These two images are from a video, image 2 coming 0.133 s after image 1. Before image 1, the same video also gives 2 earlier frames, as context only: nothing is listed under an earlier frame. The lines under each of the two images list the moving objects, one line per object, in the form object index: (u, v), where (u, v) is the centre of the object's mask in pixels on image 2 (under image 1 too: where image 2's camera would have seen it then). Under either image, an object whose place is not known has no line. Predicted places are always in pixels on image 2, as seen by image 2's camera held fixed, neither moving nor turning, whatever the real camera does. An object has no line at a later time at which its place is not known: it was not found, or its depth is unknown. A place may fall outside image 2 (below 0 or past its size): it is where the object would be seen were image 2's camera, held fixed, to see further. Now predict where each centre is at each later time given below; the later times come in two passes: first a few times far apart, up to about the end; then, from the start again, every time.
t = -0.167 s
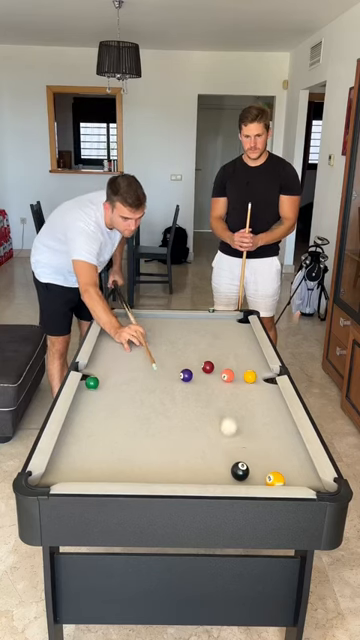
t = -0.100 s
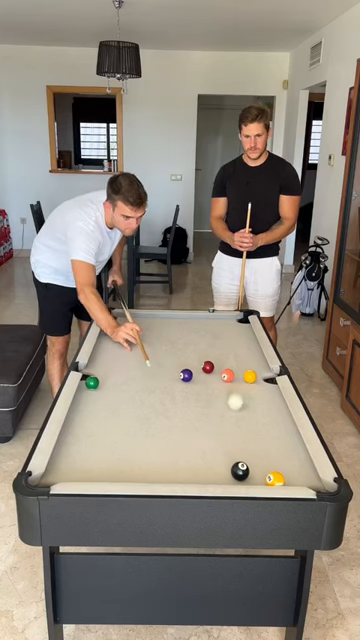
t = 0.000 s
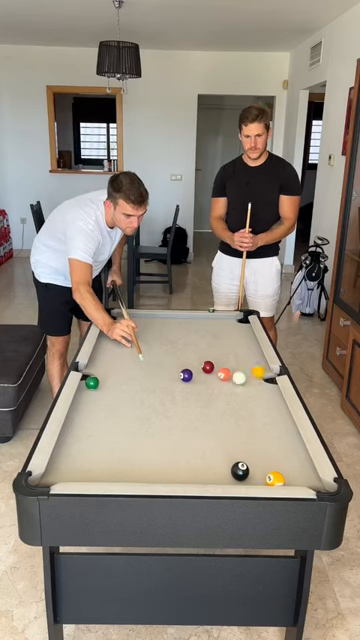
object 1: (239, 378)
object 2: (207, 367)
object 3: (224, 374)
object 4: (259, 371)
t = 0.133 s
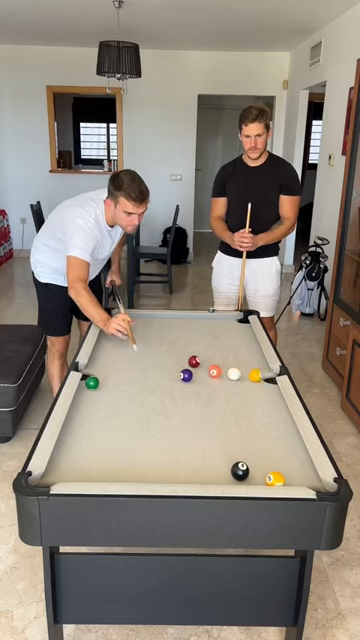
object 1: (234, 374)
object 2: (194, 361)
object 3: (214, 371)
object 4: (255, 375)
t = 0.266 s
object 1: (224, 368)
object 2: (180, 356)
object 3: (198, 368)
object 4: (261, 383)
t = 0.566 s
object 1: (218, 356)
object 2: (155, 345)
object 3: (162, 364)
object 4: (274, 400)
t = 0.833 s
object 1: (215, 348)
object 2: (137, 337)
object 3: (133, 360)
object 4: (284, 416)
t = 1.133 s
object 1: (213, 340)
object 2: (121, 328)
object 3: (107, 356)
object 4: (287, 431)
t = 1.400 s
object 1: (212, 334)
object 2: (111, 323)
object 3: (102, 354)
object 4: (289, 445)
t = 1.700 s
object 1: (210, 329)
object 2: (113, 318)
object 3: (113, 352)
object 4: (293, 460)
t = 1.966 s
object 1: (209, 325)
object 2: (119, 316)
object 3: (124, 350)
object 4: (295, 470)
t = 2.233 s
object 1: (209, 322)
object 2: (123, 315)
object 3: (133, 350)
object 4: (297, 478)
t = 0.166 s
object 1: (227, 372)
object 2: (190, 360)
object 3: (214, 371)
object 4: (257, 376)
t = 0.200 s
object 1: (225, 371)
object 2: (187, 358)
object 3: (208, 370)
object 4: (259, 378)
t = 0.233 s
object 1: (224, 370)
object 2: (183, 357)
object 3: (203, 370)
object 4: (260, 379)
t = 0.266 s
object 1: (224, 368)
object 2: (180, 356)
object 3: (198, 368)
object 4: (261, 383)
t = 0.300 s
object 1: (223, 367)
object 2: (177, 354)
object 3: (195, 368)
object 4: (263, 384)
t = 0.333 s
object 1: (222, 365)
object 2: (174, 353)
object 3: (190, 366)
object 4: (264, 386)
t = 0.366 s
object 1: (221, 364)
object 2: (171, 352)
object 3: (186, 366)
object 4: (266, 388)
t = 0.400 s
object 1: (221, 363)
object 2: (168, 350)
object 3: (180, 366)
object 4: (267, 390)
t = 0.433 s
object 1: (220, 361)
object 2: (165, 349)
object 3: (177, 366)
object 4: (268, 392)
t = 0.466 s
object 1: (220, 360)
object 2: (163, 348)
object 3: (174, 366)
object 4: (270, 394)
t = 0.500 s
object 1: (219, 359)
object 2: (160, 347)
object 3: (170, 365)
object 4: (271, 396)
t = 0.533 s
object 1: (219, 358)
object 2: (157, 346)
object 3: (166, 365)
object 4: (273, 398)
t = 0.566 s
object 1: (218, 356)
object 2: (155, 345)
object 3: (162, 364)
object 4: (274, 400)
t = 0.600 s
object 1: (218, 355)
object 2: (152, 344)
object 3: (157, 363)
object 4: (276, 402)
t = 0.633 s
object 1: (217, 354)
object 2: (150, 343)
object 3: (154, 363)
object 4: (277, 404)
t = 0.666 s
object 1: (217, 353)
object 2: (148, 342)
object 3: (150, 363)
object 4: (279, 406)
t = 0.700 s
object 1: (217, 352)
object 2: (145, 341)
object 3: (147, 363)
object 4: (280, 408)
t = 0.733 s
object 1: (216, 351)
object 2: (143, 340)
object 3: (143, 362)
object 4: (282, 410)
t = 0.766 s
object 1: (216, 350)
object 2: (141, 338)
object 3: (140, 361)
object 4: (282, 412)
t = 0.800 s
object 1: (216, 349)
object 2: (139, 338)
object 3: (137, 361)
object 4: (283, 414)
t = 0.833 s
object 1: (215, 348)
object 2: (137, 337)
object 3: (133, 360)
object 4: (284, 416)
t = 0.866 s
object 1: (215, 347)
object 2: (135, 336)
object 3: (130, 360)
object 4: (284, 417)
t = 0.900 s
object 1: (215, 346)
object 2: (133, 335)
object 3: (127, 359)
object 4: (284, 419)
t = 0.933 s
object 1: (215, 345)
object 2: (131, 334)
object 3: (124, 359)
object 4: (285, 420)
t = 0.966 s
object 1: (214, 344)
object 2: (129, 333)
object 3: (121, 358)
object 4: (285, 423)
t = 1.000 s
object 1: (214, 343)
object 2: (128, 332)
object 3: (118, 358)
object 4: (286, 424)
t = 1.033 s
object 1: (214, 342)
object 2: (126, 331)
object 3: (115, 358)
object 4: (286, 426)
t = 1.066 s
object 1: (214, 341)
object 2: (124, 330)
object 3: (113, 358)
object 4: (287, 428)
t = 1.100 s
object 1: (213, 341)
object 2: (122, 330)
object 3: (110, 357)
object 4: (287, 430)
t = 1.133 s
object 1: (213, 340)
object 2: (121, 328)
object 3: (107, 356)
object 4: (287, 431)
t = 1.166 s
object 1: (213, 339)
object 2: (120, 328)
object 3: (105, 356)
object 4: (288, 433)
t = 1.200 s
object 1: (213, 338)
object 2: (118, 327)
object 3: (103, 355)
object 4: (288, 435)
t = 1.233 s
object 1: (213, 337)
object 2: (117, 326)
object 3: (100, 355)
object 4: (288, 436)
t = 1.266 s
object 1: (213, 337)
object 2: (116, 326)
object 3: (98, 354)
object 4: (288, 438)
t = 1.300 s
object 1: (212, 336)
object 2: (114, 325)
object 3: (98, 354)
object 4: (288, 440)
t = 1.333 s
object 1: (212, 335)
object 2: (113, 324)
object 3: (99, 354)
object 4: (289, 442)
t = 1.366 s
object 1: (212, 335)
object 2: (112, 324)
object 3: (100, 354)
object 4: (289, 443)
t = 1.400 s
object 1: (212, 334)
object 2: (111, 323)
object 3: (102, 354)
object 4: (289, 445)
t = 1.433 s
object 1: (212, 333)
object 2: (110, 322)
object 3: (103, 354)
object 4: (290, 446)
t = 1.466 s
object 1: (211, 333)
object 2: (109, 321)
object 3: (105, 353)
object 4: (290, 448)
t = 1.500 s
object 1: (211, 332)
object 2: (109, 321)
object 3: (106, 353)
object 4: (290, 448)
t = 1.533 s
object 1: (211, 332)
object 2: (109, 320)
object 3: (107, 353)
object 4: (290, 451)
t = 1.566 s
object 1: (211, 331)
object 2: (110, 320)
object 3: (108, 352)
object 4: (291, 453)
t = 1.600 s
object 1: (211, 330)
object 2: (111, 320)
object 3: (110, 352)
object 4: (292, 455)
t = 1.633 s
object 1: (211, 330)
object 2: (112, 319)
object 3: (111, 352)
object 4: (292, 456)
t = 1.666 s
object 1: (211, 329)
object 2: (113, 319)
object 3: (113, 352)
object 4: (292, 458)
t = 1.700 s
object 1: (210, 329)
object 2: (113, 318)
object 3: (113, 352)
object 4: (293, 460)
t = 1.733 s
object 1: (210, 328)
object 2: (114, 318)
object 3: (115, 352)
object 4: (293, 461)
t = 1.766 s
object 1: (210, 328)
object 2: (115, 317)
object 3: (116, 352)
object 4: (293, 462)
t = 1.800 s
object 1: (210, 327)
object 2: (116, 317)
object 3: (118, 352)
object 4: (294, 463)
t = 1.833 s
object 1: (210, 327)
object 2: (117, 317)
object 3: (119, 351)
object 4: (294, 465)
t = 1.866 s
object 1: (210, 327)
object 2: (117, 317)
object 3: (120, 351)
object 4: (294, 466)
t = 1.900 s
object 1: (210, 326)
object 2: (118, 316)
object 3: (121, 351)
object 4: (294, 468)
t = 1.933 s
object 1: (210, 326)
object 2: (118, 316)
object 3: (123, 351)
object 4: (295, 469)
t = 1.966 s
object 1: (209, 325)
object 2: (119, 316)
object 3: (124, 350)
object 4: (295, 470)
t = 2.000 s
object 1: (209, 325)
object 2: (120, 315)
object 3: (125, 350)
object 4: (296, 472)
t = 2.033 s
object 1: (209, 324)
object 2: (121, 315)
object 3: (126, 350)
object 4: (296, 472)
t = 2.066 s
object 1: (209, 324)
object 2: (121, 315)
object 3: (127, 350)
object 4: (296, 474)
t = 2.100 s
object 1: (209, 324)
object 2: (122, 315)
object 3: (128, 350)
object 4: (297, 475)
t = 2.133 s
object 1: (209, 324)
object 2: (123, 315)
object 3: (129, 350)
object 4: (297, 476)
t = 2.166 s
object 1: (209, 323)
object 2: (123, 315)
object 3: (130, 350)
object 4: (297, 477)
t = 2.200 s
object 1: (209, 323)
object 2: (123, 315)
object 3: (131, 350)
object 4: (297, 478)
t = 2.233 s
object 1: (209, 322)
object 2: (123, 315)
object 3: (133, 350)
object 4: (297, 478)
